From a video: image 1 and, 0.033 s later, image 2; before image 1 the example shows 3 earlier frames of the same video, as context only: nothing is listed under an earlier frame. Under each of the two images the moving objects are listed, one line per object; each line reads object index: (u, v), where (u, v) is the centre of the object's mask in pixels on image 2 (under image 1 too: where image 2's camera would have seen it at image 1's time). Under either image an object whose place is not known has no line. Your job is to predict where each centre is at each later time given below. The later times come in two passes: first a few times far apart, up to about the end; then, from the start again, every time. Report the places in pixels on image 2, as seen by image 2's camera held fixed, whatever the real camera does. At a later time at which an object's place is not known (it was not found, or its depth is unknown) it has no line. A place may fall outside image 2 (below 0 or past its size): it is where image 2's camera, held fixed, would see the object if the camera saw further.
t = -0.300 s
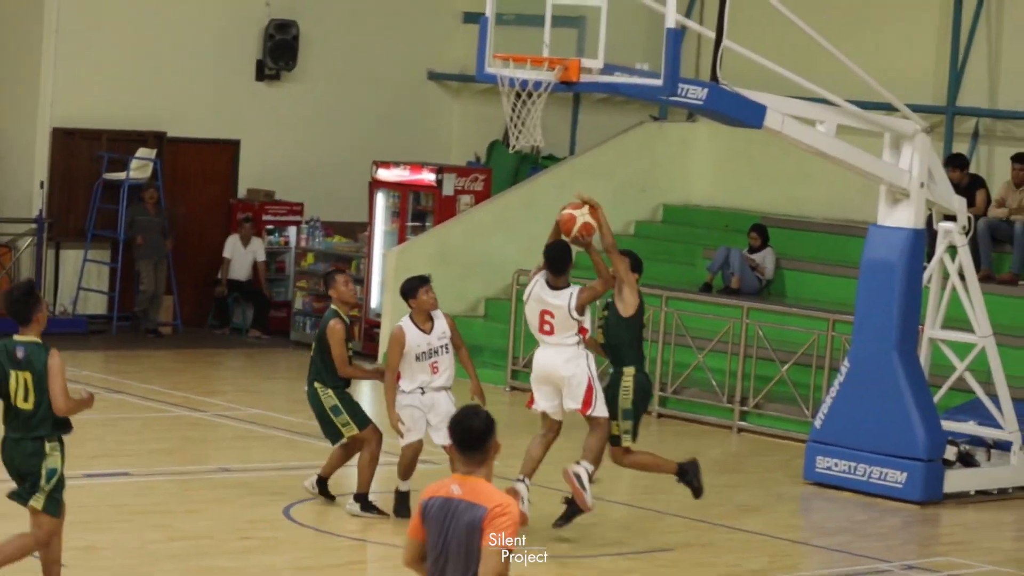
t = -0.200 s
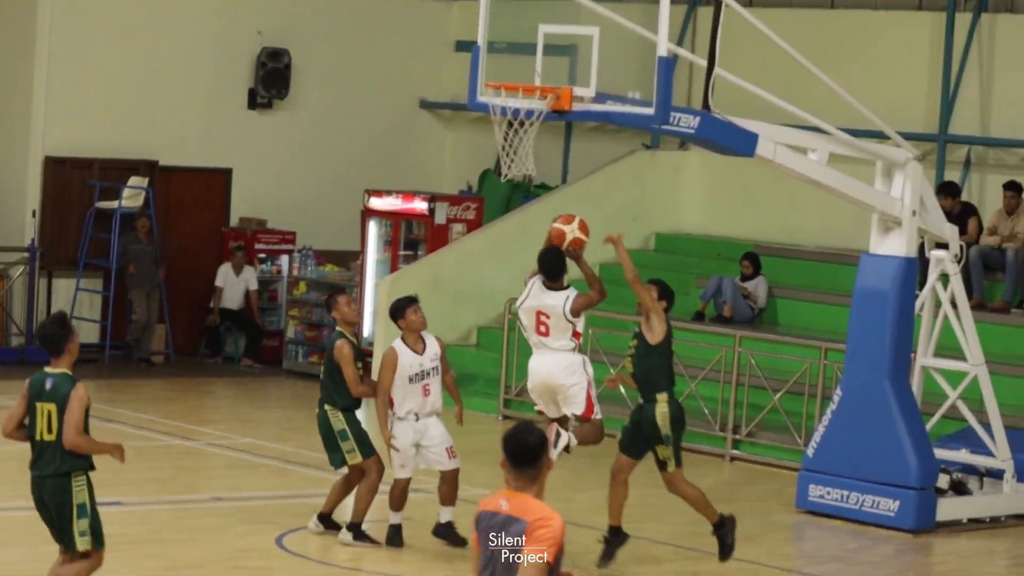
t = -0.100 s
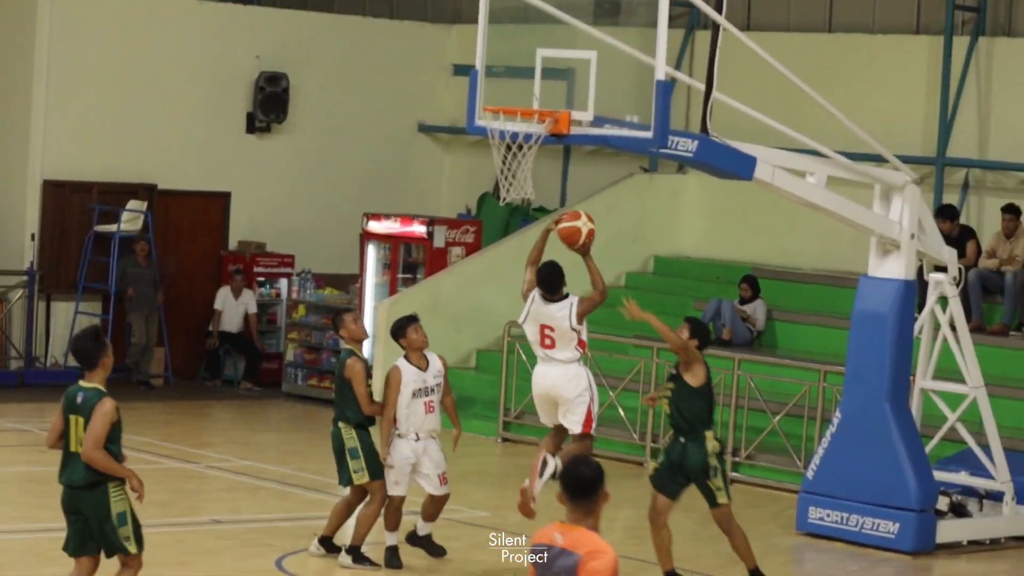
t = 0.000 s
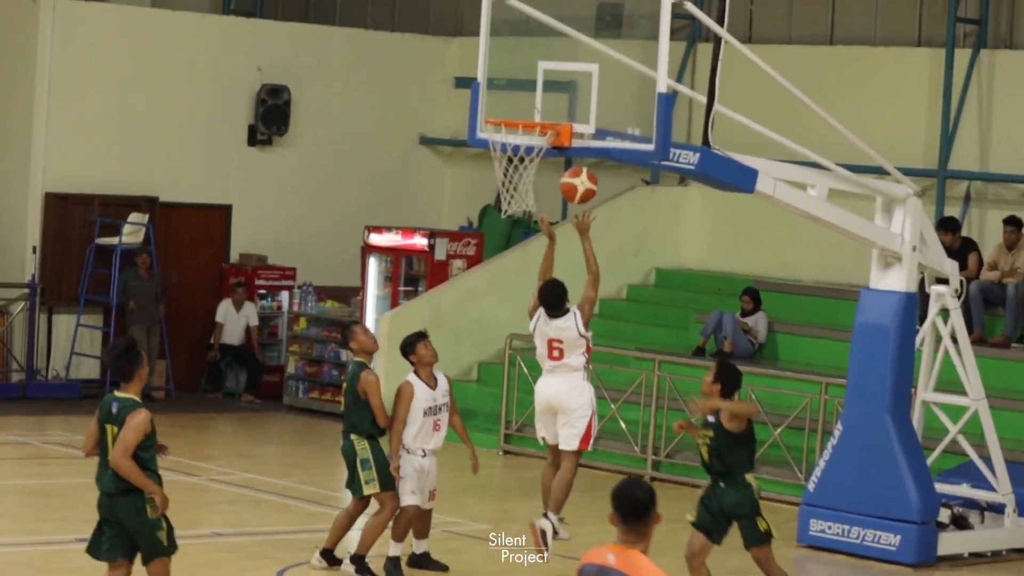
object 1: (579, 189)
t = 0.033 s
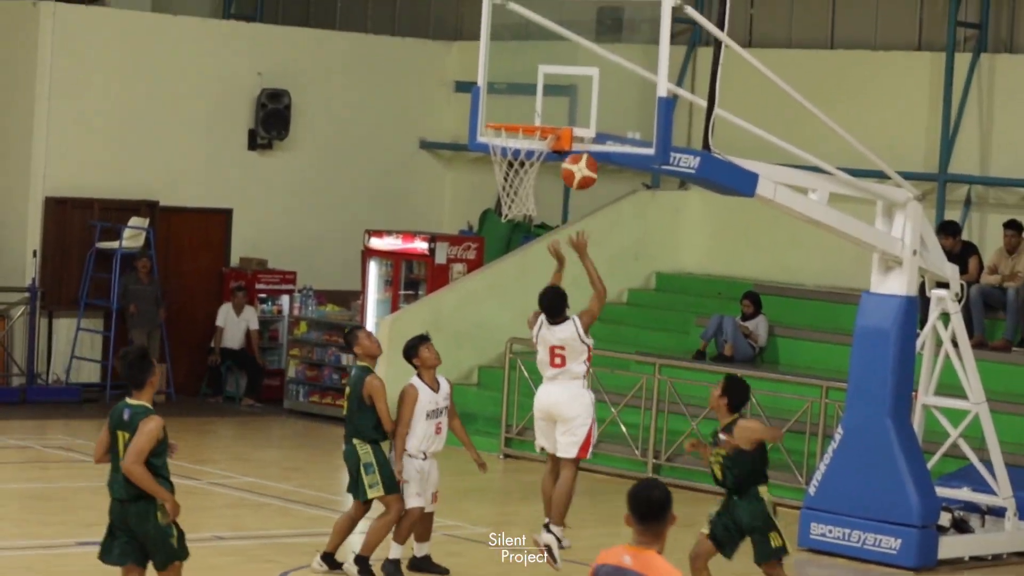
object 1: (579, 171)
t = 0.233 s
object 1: (579, 100)
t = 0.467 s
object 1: (549, 94)
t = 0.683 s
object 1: (490, 156)
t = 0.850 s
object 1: (483, 192)
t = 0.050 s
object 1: (580, 163)
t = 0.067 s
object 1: (580, 155)
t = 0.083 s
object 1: (580, 148)
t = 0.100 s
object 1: (580, 140)
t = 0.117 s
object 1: (581, 134)
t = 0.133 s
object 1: (580, 127)
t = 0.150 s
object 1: (580, 122)
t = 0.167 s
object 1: (580, 116)
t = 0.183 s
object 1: (580, 112)
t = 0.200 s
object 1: (580, 108)
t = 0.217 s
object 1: (580, 103)
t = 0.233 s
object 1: (579, 100)
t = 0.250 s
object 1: (579, 97)
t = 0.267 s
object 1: (579, 94)
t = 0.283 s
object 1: (579, 92)
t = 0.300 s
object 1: (579, 90)
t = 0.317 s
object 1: (579, 89)
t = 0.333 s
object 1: (578, 88)
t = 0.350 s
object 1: (578, 87)
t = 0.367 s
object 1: (574, 87)
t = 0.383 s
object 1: (570, 87)
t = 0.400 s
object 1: (566, 88)
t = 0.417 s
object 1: (562, 89)
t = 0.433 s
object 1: (558, 90)
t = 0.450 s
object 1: (554, 92)
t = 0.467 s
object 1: (549, 94)
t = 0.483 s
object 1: (544, 96)
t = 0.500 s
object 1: (540, 99)
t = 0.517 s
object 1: (535, 103)
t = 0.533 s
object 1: (531, 107)
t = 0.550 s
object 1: (526, 110)
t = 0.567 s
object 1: (521, 112)
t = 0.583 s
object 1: (517, 120)
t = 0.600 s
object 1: (513, 123)
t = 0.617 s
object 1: (507, 132)
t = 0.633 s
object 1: (502, 140)
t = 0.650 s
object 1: (497, 145)
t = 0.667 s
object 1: (494, 150)
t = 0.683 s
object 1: (490, 156)
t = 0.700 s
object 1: (488, 161)
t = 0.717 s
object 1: (485, 164)
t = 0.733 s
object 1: (484, 169)
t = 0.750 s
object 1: (483, 172)
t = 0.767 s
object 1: (482, 175)
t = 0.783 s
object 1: (481, 178)
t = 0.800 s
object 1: (480, 181)
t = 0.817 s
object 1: (480, 185)
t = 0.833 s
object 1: (482, 189)
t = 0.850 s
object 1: (483, 192)
